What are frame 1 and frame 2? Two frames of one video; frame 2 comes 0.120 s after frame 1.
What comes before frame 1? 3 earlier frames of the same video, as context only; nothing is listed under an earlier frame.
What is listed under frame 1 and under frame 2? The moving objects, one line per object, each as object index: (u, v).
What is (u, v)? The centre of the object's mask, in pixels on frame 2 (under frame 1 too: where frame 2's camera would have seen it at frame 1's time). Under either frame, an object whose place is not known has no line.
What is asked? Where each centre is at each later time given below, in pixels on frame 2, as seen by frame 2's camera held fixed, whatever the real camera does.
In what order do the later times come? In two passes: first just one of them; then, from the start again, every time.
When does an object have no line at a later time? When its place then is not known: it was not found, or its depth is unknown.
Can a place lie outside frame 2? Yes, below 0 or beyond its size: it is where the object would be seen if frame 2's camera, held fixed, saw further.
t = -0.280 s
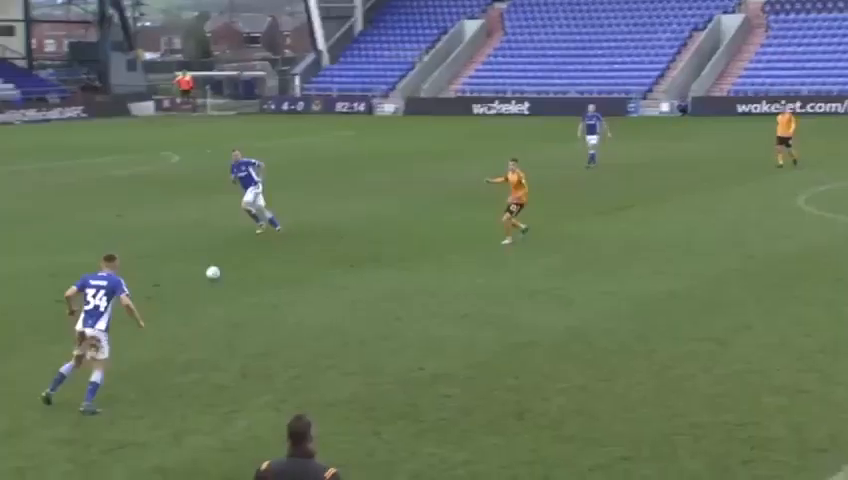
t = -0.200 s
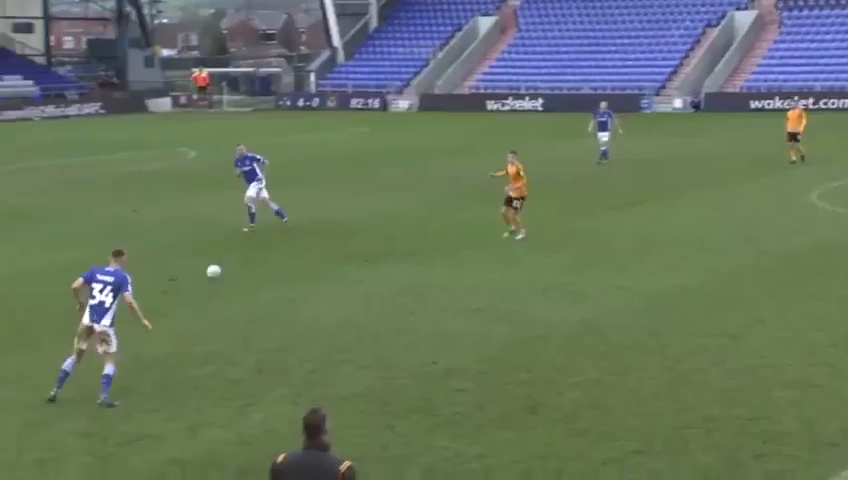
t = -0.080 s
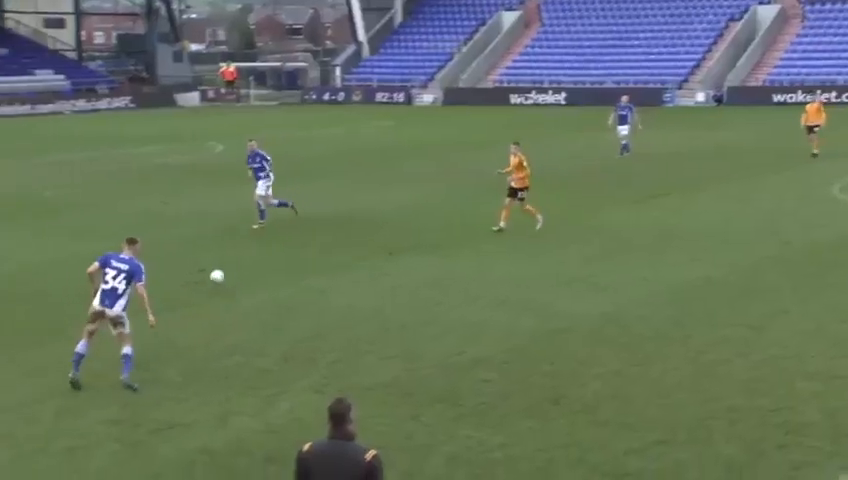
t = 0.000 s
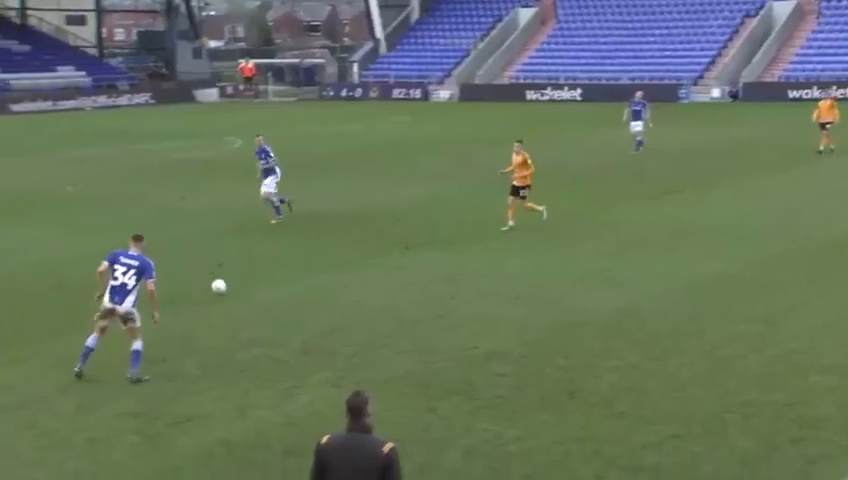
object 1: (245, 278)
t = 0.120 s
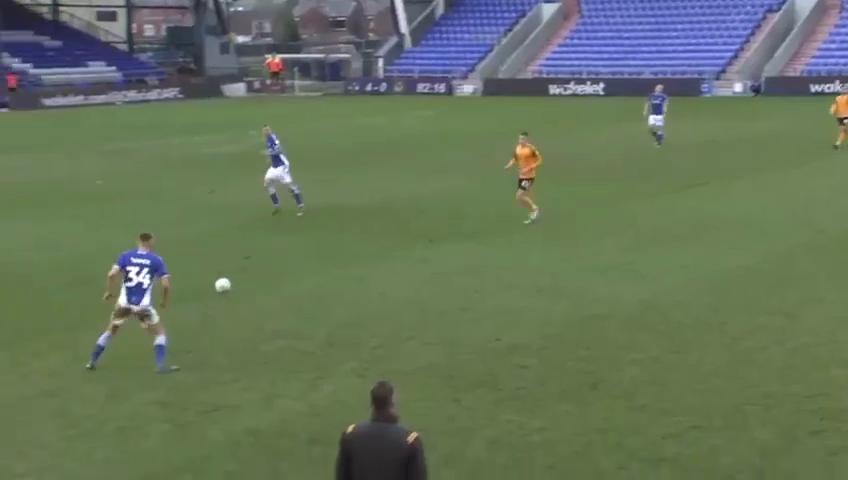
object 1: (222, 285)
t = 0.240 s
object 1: (199, 295)
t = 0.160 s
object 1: (215, 287)
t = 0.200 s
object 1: (207, 290)
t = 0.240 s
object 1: (199, 295)
